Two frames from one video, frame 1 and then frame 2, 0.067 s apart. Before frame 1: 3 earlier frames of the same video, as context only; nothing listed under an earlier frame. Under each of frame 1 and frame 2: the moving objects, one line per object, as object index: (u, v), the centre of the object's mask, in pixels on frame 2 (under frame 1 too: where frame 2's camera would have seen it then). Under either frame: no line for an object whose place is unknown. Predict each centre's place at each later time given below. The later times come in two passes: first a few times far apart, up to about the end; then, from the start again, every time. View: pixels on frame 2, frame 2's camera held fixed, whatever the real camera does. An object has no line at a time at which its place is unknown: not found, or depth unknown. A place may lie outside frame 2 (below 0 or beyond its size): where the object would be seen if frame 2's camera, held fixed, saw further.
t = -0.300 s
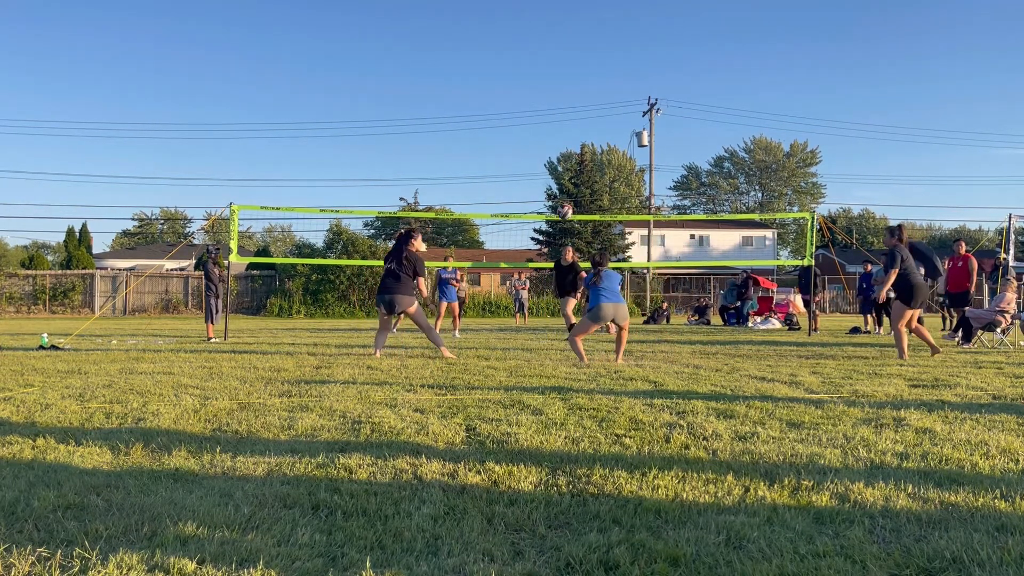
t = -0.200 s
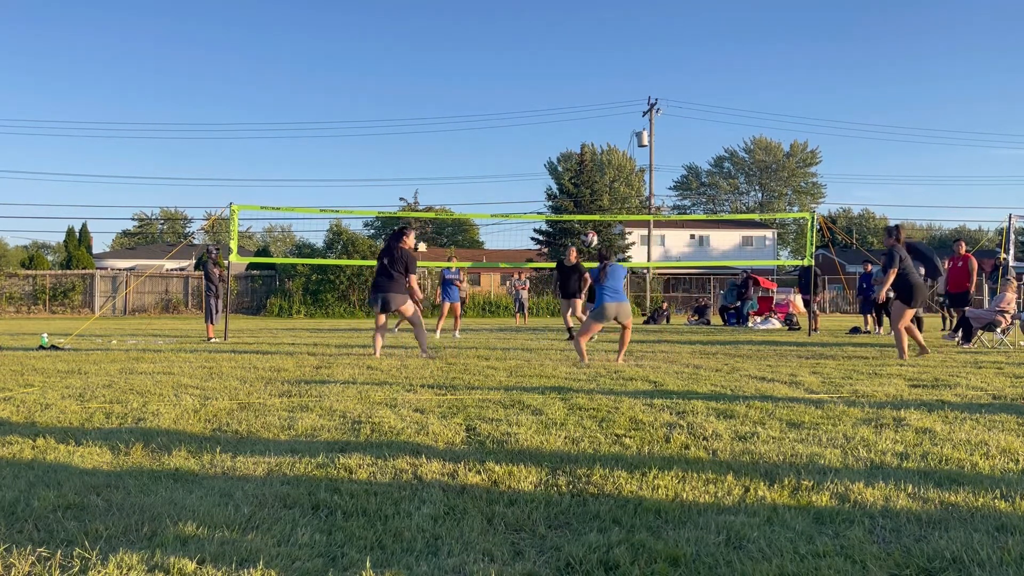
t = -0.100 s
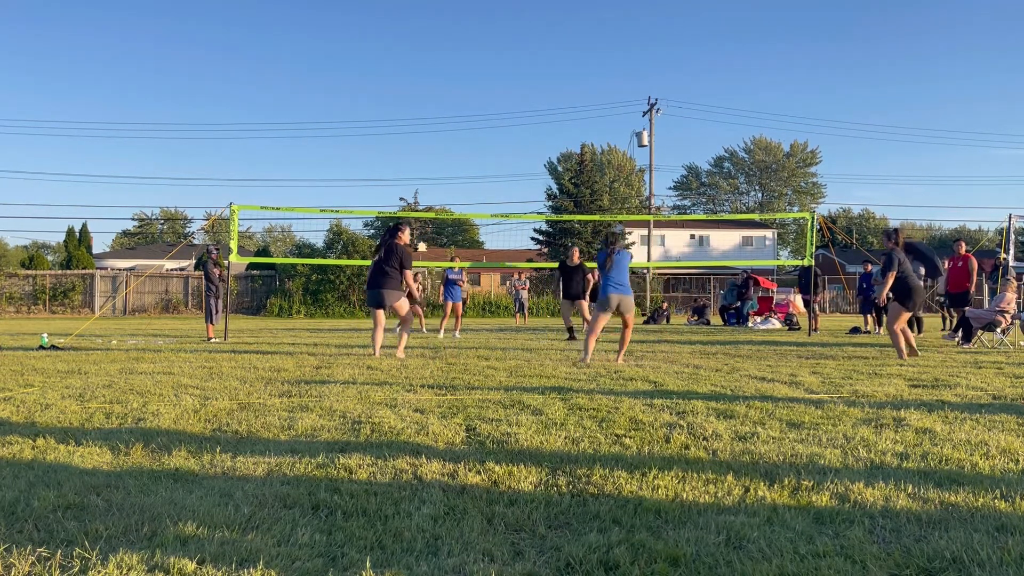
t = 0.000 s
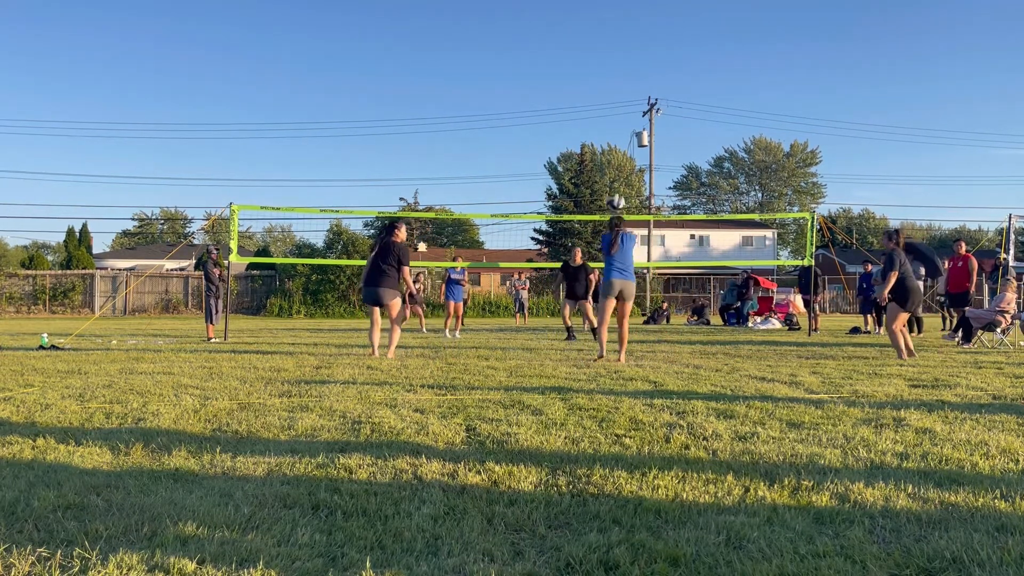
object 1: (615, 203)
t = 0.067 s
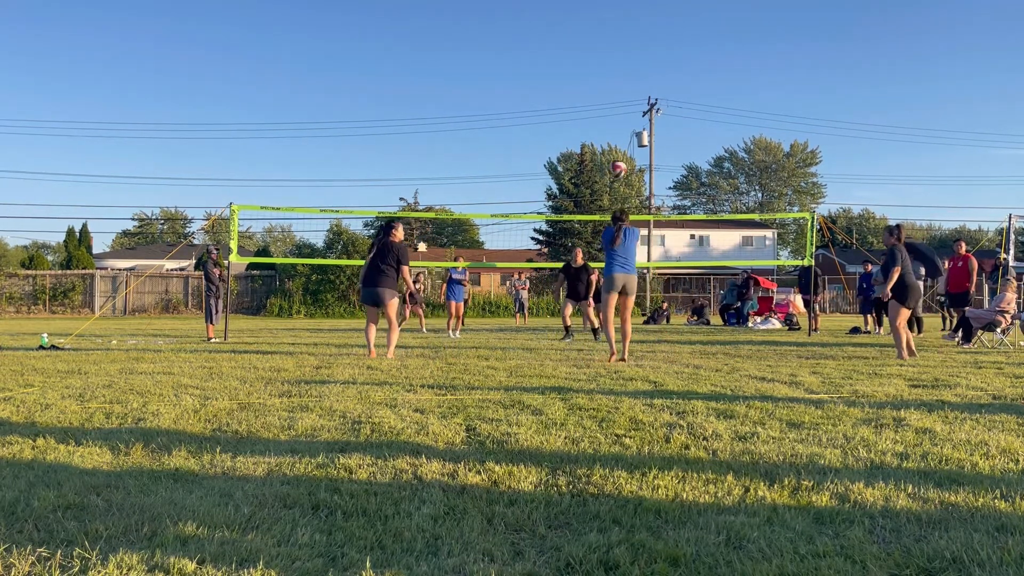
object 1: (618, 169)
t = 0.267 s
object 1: (623, 94)
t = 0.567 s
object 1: (630, 53)
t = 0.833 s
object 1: (637, 76)
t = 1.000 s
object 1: (640, 114)
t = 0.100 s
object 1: (618, 153)
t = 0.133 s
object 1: (618, 139)
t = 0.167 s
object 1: (620, 126)
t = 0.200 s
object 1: (620, 114)
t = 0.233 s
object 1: (622, 104)
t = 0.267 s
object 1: (623, 94)
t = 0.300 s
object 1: (624, 86)
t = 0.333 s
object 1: (624, 79)
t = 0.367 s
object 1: (625, 72)
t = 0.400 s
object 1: (626, 67)
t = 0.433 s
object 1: (627, 62)
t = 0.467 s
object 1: (628, 59)
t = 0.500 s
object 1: (629, 56)
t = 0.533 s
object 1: (630, 54)
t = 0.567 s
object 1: (630, 53)
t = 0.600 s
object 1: (631, 54)
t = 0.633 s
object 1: (632, 54)
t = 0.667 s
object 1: (633, 56)
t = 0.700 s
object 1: (634, 58)
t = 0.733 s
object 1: (634, 62)
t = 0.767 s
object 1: (635, 66)
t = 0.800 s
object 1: (636, 70)
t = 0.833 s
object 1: (637, 76)
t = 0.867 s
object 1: (637, 82)
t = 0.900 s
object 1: (638, 89)
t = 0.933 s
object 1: (639, 97)
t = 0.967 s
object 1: (639, 105)
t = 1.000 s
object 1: (640, 114)
